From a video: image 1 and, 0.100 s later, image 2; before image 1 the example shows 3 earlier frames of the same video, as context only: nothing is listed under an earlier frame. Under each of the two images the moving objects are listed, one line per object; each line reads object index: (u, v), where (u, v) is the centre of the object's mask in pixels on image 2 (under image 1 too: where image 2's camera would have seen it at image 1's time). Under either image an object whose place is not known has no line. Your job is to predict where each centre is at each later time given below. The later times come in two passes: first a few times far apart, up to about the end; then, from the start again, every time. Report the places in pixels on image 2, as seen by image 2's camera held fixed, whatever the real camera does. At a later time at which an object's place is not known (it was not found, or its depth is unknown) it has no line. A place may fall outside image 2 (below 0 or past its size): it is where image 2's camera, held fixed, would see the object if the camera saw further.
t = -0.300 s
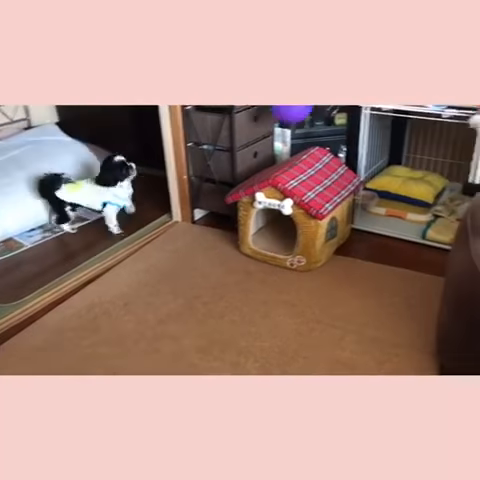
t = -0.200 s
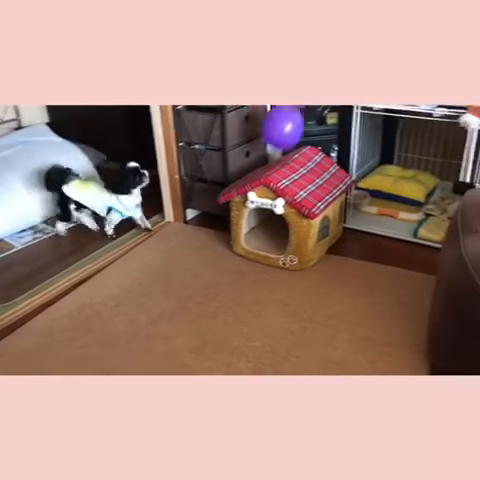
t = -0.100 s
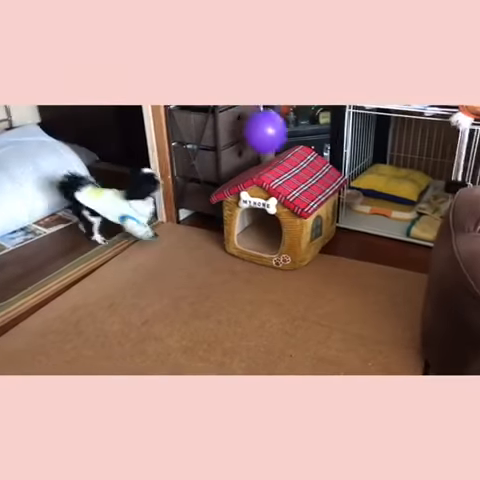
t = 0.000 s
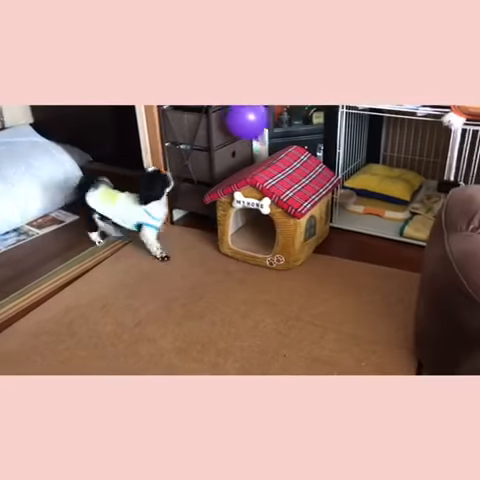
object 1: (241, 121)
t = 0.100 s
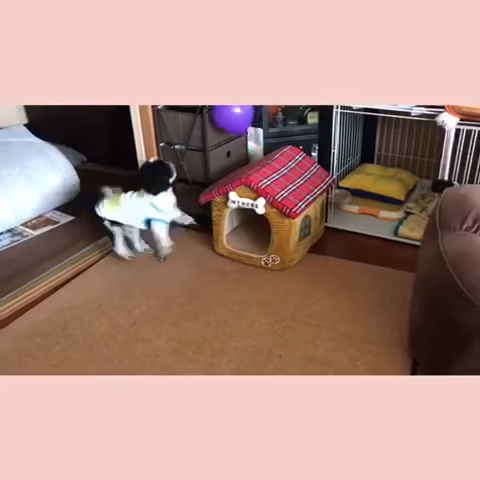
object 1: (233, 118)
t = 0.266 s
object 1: (244, 121)
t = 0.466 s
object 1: (256, 139)
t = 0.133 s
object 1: (235, 118)
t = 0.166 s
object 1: (237, 118)
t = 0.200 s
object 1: (239, 118)
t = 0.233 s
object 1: (241, 120)
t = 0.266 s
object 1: (244, 121)
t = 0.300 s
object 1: (246, 123)
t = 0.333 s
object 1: (248, 126)
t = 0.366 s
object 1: (251, 131)
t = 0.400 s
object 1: (253, 136)
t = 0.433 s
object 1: (255, 140)
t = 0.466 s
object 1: (256, 139)
